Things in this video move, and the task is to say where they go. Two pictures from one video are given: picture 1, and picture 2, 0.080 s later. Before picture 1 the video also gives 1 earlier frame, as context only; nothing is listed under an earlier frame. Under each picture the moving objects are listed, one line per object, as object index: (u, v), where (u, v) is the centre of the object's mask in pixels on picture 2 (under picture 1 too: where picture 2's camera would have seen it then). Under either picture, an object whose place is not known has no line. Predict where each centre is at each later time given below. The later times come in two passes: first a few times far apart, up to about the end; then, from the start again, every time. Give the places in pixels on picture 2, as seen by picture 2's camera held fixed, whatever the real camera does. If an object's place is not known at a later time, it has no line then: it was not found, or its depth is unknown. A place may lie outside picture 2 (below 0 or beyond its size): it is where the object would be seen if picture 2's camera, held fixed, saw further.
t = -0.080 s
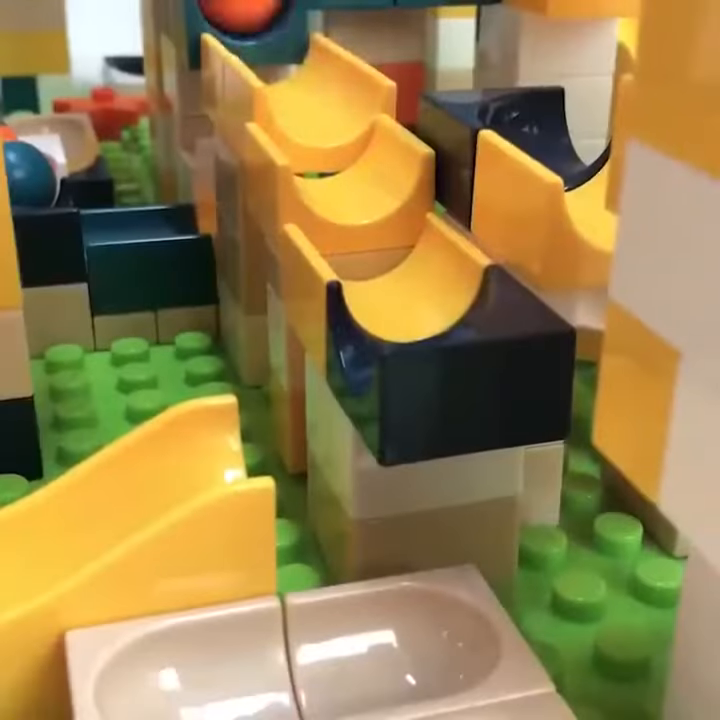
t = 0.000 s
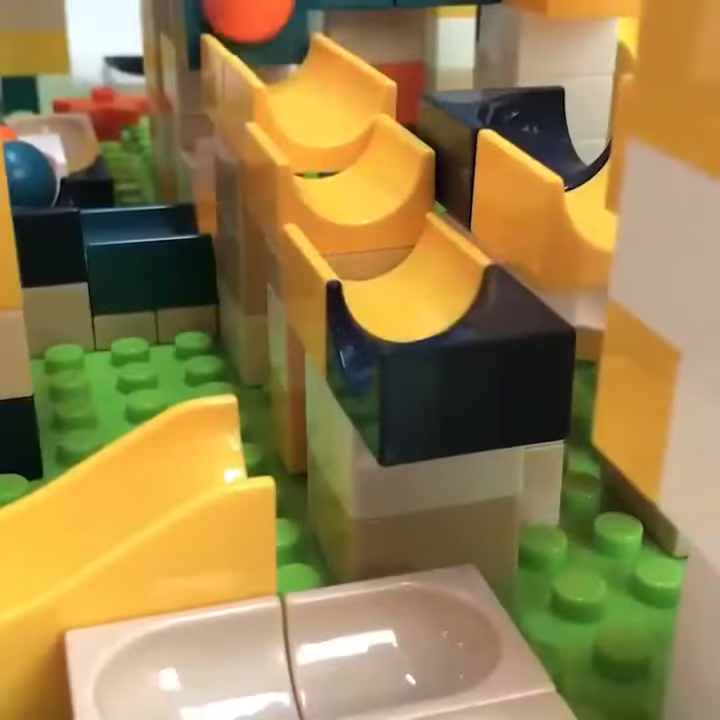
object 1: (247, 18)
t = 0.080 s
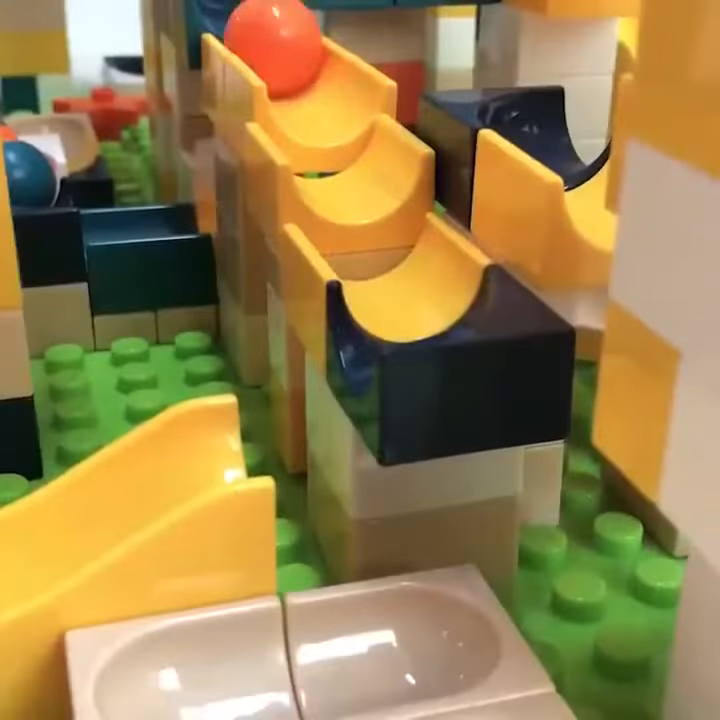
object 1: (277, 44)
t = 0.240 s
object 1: (300, 63)
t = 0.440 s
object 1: (330, 111)
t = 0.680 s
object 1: (403, 269)
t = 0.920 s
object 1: (266, 395)
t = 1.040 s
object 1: (93, 495)
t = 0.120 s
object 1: (281, 47)
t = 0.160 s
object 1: (289, 53)
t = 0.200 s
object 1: (296, 58)
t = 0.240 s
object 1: (300, 63)
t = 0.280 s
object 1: (309, 71)
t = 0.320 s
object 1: (315, 76)
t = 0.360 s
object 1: (323, 84)
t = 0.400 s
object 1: (330, 91)
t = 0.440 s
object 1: (330, 111)
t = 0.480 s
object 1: (339, 143)
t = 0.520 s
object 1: (348, 153)
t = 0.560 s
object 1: (361, 169)
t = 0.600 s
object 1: (375, 219)
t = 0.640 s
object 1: (386, 248)
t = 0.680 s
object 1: (403, 269)
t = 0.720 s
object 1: (416, 274)
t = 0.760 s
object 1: (413, 286)
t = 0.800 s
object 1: (394, 298)
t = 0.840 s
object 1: (361, 311)
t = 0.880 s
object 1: (305, 337)
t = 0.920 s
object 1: (266, 395)
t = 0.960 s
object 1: (210, 430)
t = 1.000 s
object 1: (160, 455)
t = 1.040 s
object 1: (93, 495)
